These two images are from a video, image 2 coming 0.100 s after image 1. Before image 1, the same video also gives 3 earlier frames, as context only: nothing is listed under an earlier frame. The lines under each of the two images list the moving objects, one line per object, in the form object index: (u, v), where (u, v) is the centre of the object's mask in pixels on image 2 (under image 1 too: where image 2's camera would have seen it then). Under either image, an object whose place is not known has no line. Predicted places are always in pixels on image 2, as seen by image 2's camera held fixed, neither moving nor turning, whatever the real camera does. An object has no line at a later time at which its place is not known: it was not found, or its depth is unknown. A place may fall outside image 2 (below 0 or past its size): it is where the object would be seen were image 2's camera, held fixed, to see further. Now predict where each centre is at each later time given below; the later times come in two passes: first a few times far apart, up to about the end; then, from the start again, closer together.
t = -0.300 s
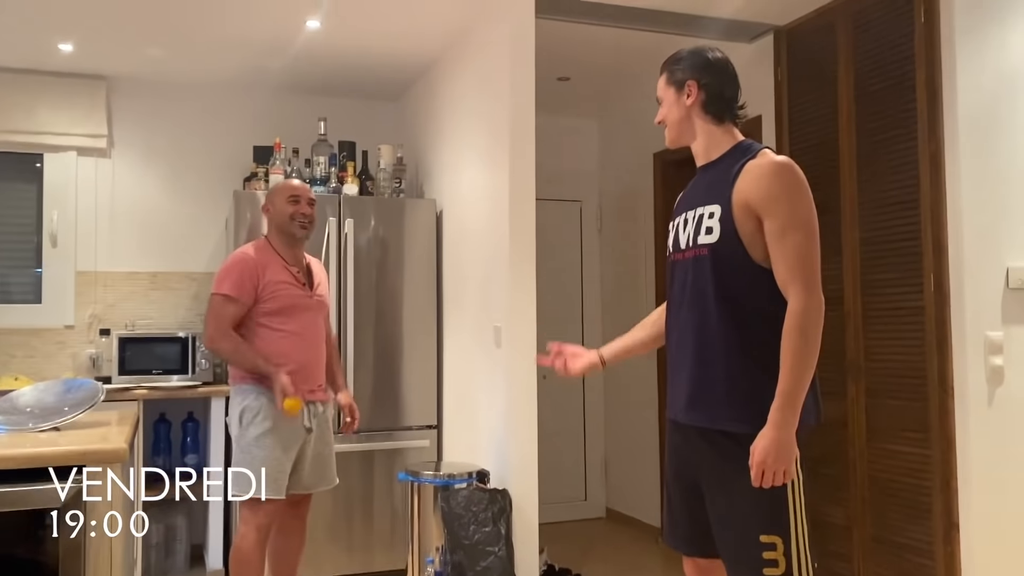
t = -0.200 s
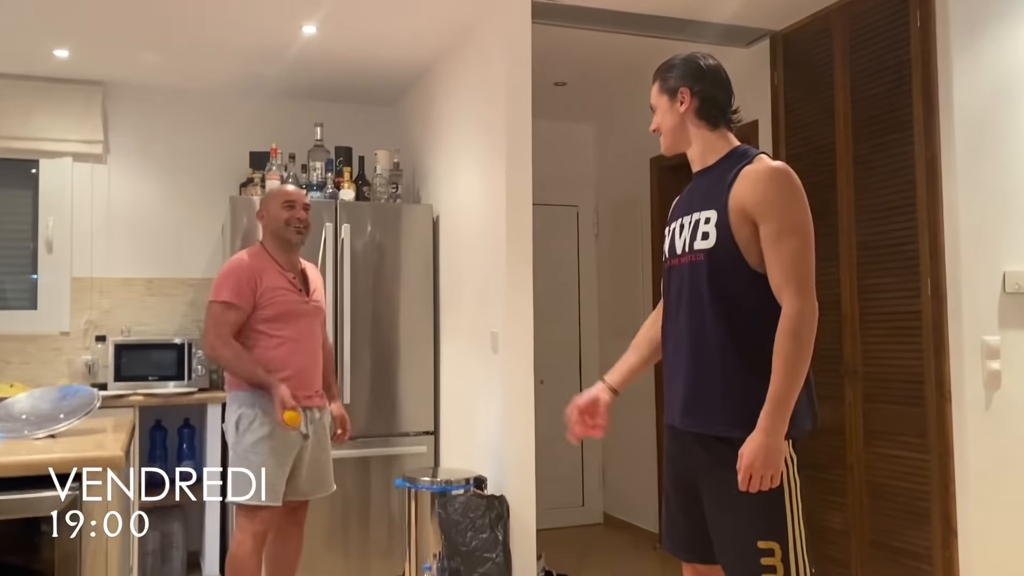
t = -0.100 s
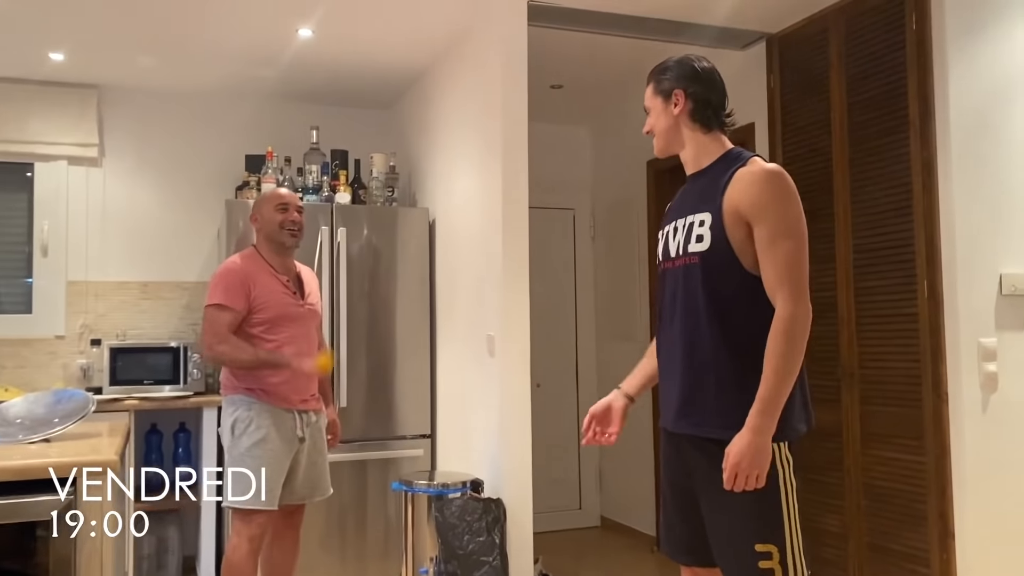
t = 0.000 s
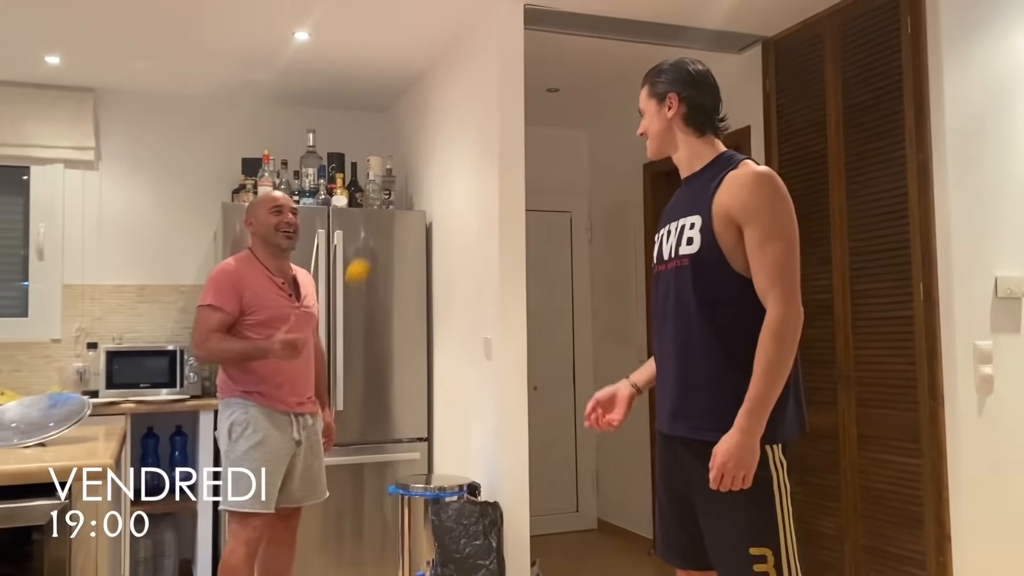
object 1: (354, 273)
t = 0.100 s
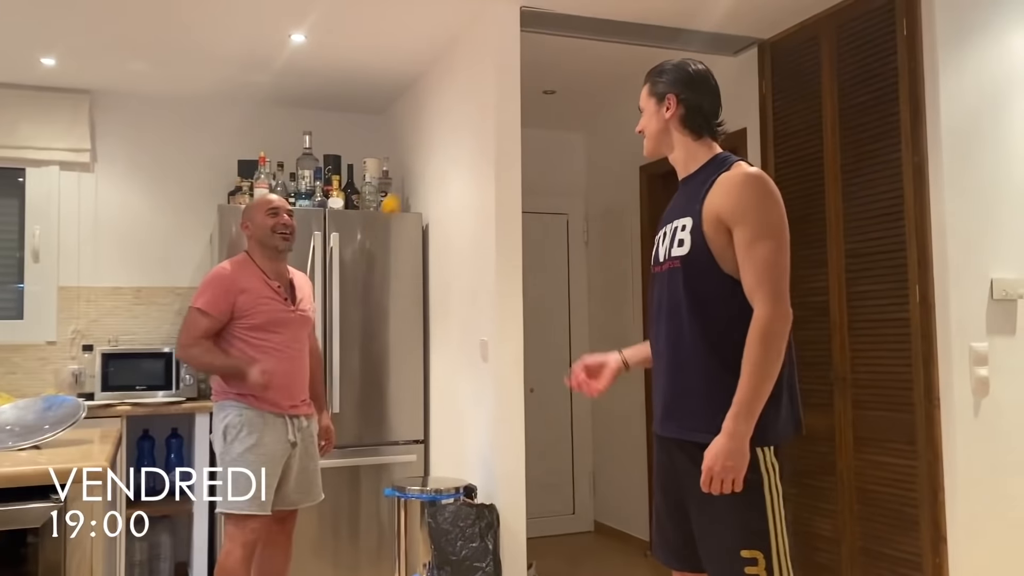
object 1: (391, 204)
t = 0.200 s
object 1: (430, 165)
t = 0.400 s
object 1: (516, 175)
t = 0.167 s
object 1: (417, 176)
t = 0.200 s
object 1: (430, 165)
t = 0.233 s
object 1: (443, 158)
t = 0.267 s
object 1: (458, 154)
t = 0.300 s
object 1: (471, 154)
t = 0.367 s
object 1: (500, 164)
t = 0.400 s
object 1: (516, 175)
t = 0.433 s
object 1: (531, 188)
